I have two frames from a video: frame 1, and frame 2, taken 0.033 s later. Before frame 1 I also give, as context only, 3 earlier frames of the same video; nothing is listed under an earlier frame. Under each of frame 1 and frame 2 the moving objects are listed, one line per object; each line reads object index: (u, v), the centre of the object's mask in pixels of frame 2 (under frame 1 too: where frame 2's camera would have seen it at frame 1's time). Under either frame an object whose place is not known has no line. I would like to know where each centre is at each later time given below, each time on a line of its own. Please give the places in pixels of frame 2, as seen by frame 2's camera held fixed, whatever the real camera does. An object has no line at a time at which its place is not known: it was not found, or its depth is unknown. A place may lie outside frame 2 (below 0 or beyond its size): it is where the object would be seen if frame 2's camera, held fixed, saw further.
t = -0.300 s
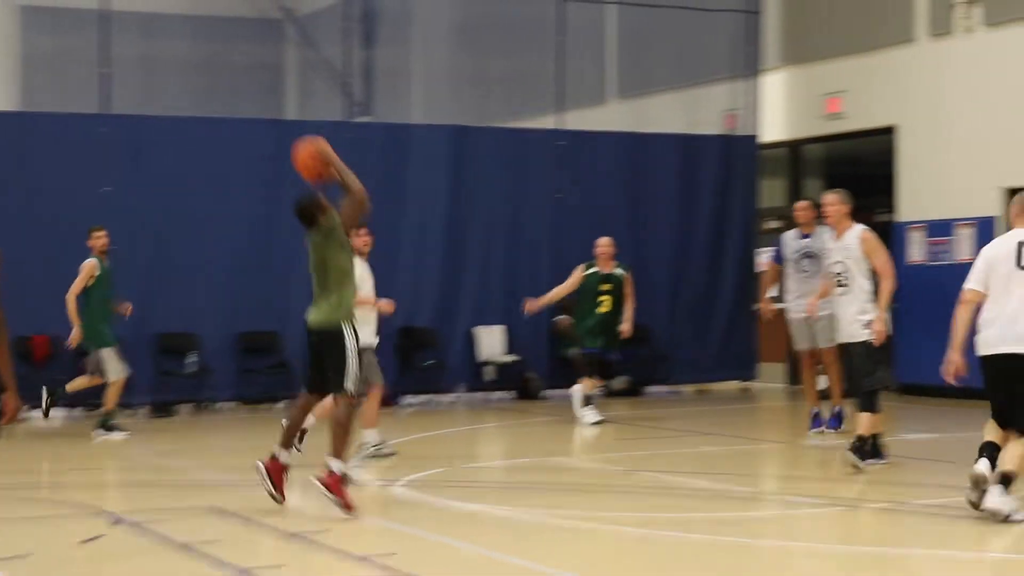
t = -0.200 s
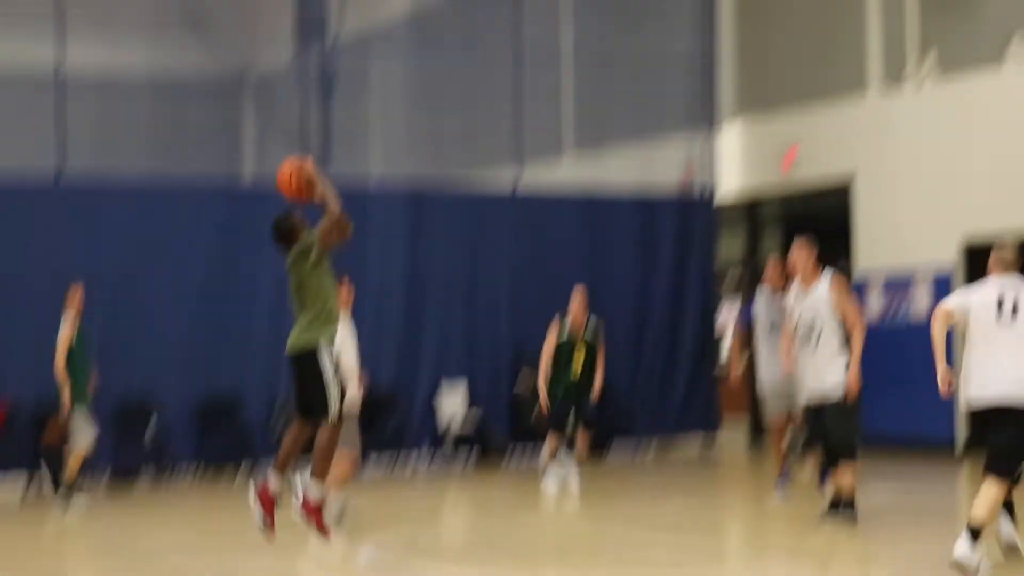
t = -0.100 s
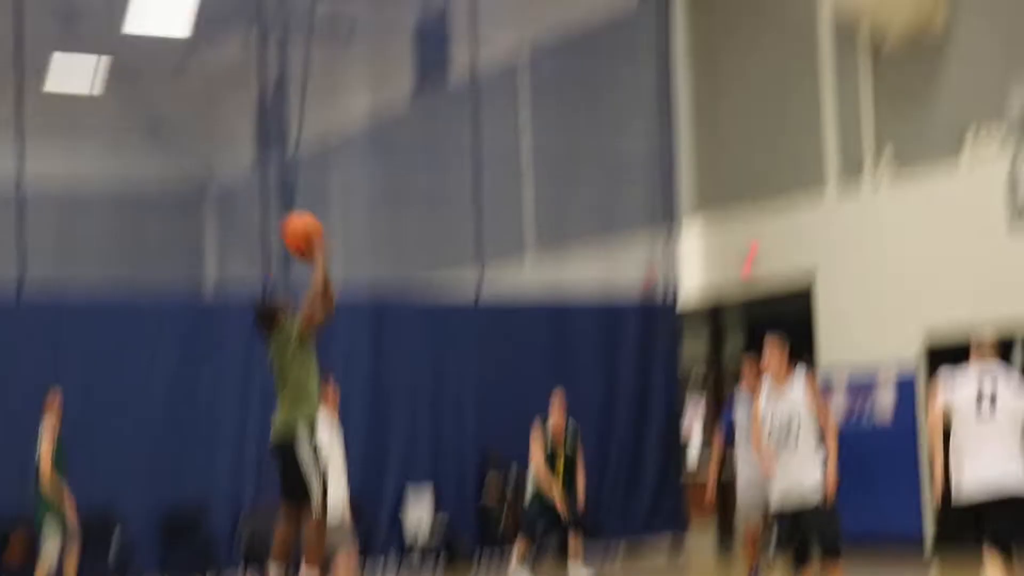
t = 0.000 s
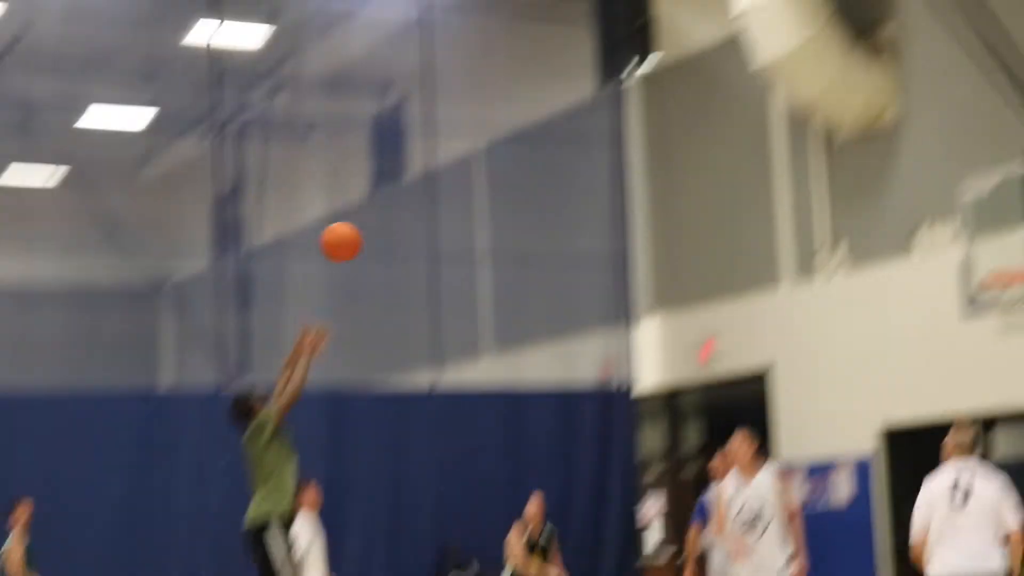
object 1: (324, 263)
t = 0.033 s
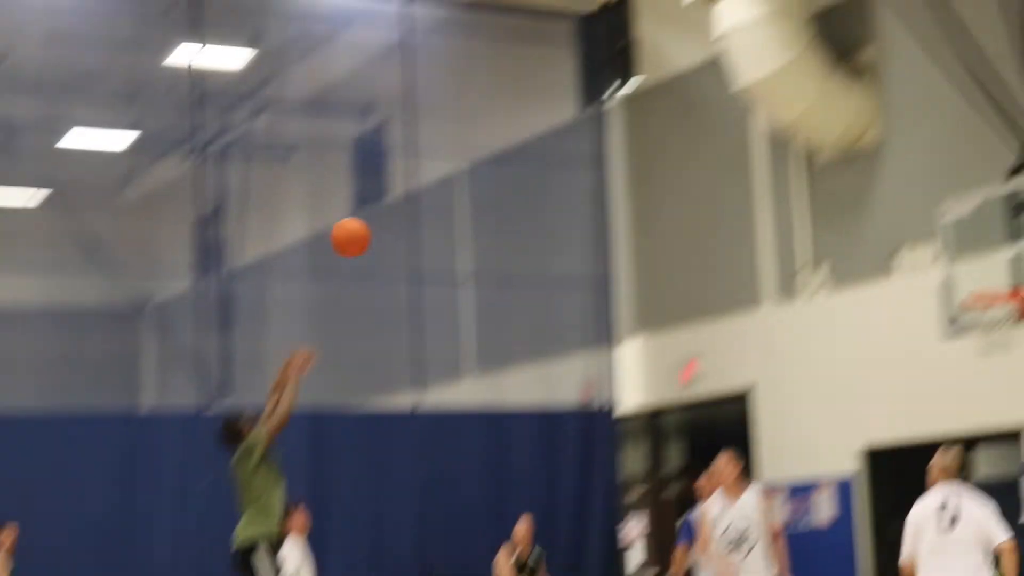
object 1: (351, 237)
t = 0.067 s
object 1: (376, 214)
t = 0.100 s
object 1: (402, 194)
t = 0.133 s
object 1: (427, 175)
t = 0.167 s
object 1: (451, 160)
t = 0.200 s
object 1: (473, 146)
